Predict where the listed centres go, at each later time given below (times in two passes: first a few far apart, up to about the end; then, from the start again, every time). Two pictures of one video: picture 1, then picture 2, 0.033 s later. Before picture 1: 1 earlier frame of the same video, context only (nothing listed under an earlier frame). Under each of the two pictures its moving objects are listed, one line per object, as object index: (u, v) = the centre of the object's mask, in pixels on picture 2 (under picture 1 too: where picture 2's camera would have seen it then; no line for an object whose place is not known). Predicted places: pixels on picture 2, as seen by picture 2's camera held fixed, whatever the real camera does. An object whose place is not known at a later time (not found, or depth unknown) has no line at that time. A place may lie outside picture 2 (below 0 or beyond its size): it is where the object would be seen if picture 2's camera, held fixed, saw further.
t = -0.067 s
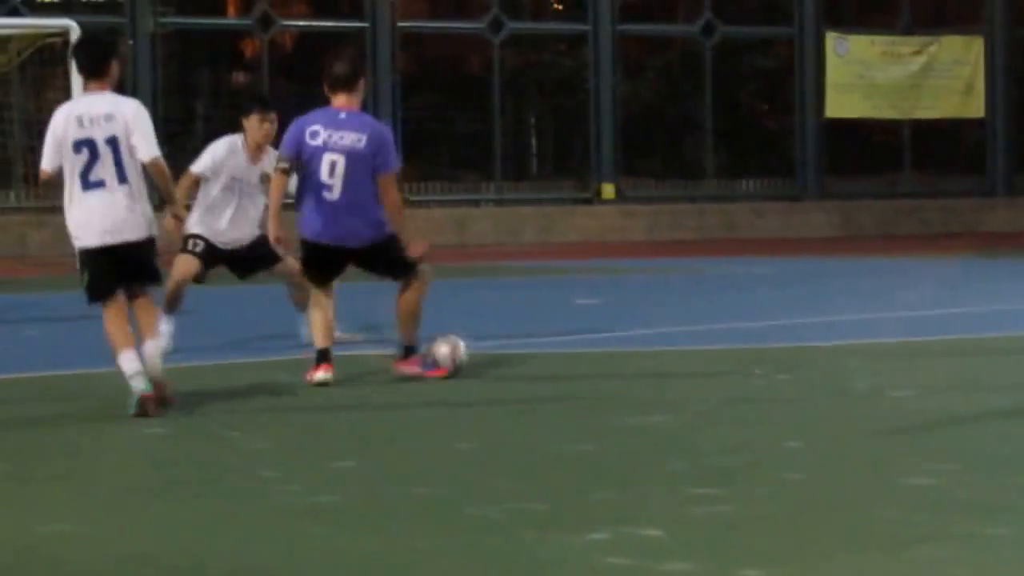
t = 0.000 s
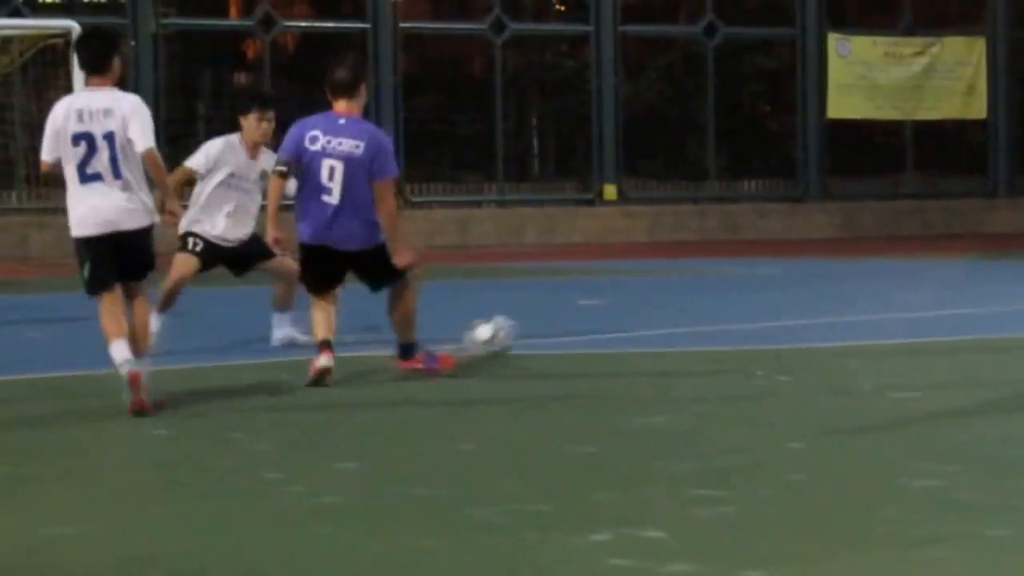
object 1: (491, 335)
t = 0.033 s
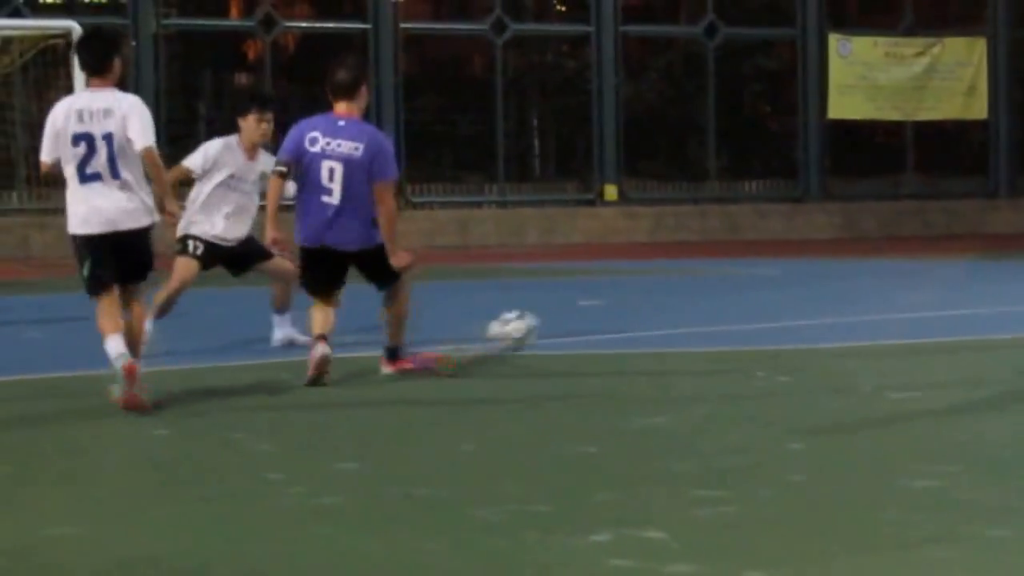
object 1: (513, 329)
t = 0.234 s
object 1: (625, 326)
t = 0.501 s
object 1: (697, 312)
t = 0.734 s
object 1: (742, 304)
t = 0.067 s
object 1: (535, 324)
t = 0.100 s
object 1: (554, 324)
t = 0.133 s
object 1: (574, 322)
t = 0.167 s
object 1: (593, 325)
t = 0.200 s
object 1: (613, 331)
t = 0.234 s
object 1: (625, 326)
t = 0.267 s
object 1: (635, 319)
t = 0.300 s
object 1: (644, 312)
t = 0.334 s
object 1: (653, 310)
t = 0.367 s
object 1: (662, 308)
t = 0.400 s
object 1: (671, 308)
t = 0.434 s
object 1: (681, 310)
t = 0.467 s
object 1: (690, 314)
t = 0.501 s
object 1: (697, 312)
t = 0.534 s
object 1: (704, 306)
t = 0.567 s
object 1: (710, 301)
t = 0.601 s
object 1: (717, 299)
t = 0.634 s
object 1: (722, 297)
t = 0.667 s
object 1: (729, 297)
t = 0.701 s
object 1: (736, 301)
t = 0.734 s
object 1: (742, 304)
